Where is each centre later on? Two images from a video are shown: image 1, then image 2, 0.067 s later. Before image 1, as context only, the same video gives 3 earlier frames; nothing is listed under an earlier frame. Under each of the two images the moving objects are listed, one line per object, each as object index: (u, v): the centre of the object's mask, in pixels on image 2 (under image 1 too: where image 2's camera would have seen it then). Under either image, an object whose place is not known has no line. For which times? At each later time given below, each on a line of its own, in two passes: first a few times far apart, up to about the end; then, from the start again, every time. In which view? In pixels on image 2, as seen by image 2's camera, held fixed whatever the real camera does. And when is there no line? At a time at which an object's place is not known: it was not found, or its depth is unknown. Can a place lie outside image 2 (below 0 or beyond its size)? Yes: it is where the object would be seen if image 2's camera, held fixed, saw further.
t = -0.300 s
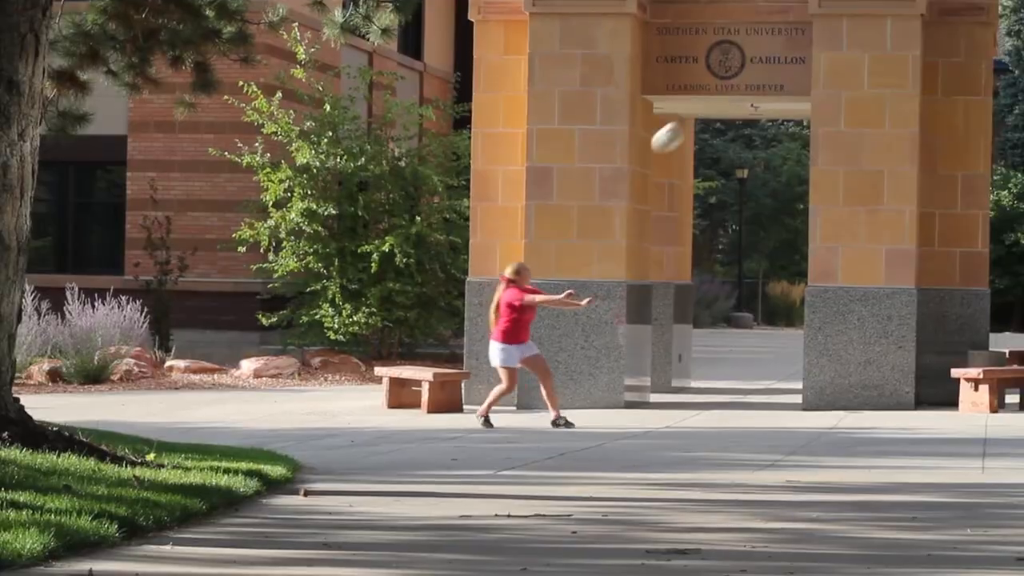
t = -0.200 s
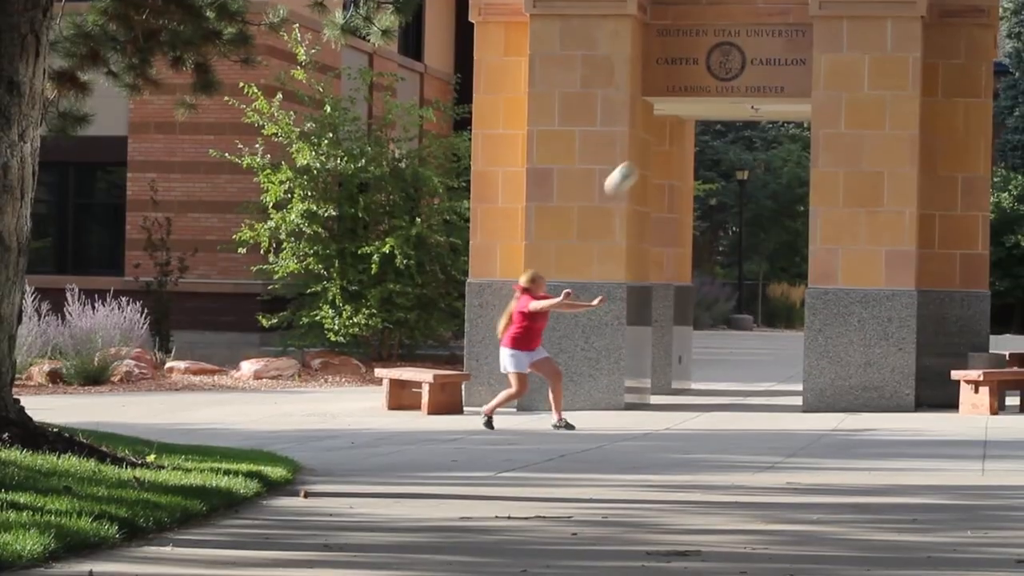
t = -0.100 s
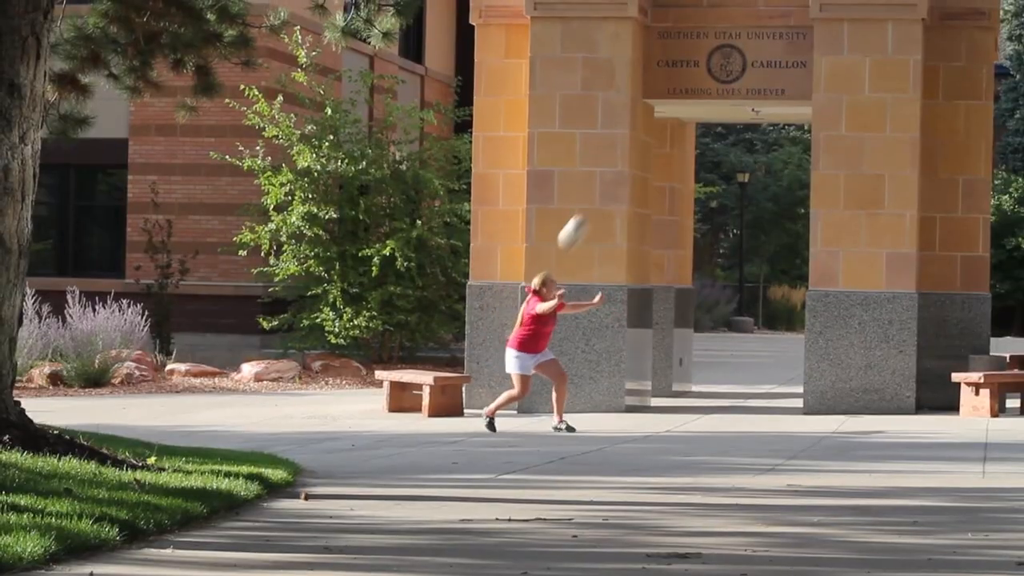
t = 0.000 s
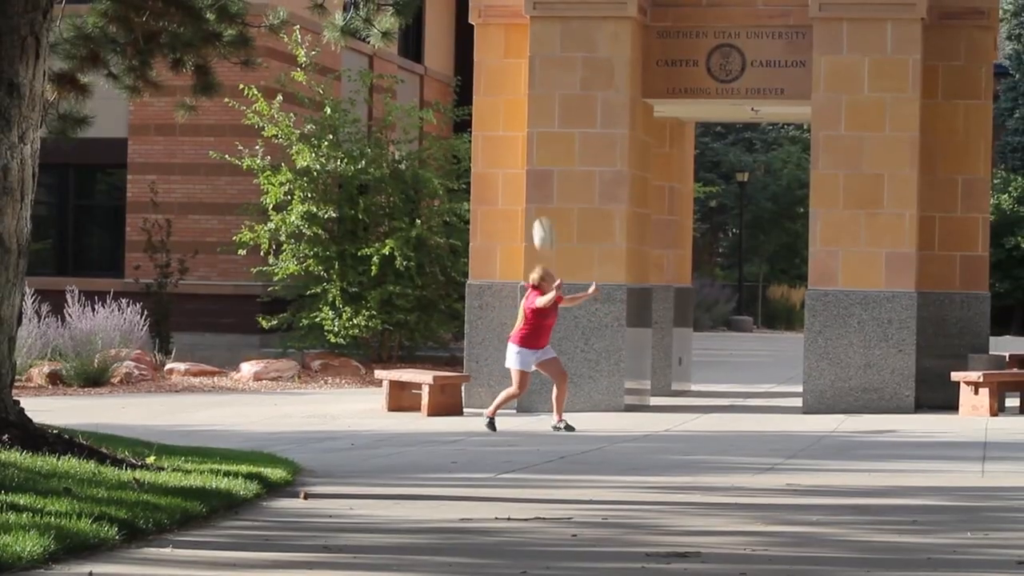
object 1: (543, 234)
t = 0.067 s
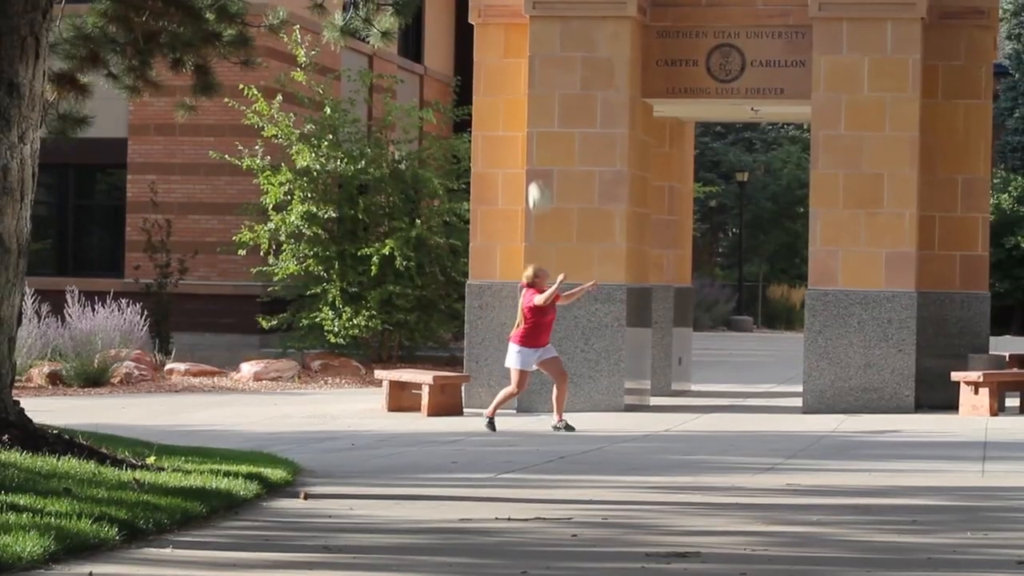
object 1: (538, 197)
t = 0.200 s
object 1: (529, 134)
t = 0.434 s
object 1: (512, 70)
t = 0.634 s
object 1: (498, 60)
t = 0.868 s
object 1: (477, 103)
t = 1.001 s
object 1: (465, 153)
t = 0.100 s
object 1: (536, 180)
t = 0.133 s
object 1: (534, 164)
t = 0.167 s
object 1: (531, 149)
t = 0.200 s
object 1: (529, 134)
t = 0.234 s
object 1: (526, 120)
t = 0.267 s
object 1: (526, 110)
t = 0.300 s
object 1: (523, 99)
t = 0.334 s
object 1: (520, 89)
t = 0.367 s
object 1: (517, 82)
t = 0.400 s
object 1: (516, 75)
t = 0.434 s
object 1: (512, 70)
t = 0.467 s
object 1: (511, 66)
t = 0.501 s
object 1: (508, 63)
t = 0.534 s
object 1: (505, 61)
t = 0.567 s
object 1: (503, 59)
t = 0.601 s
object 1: (501, 59)
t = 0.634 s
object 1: (498, 60)
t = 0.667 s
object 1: (495, 63)
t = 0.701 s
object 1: (492, 66)
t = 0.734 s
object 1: (489, 71)
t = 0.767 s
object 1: (486, 77)
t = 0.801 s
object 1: (483, 84)
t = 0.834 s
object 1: (480, 93)
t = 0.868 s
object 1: (477, 103)
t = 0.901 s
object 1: (475, 113)
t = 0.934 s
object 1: (471, 125)
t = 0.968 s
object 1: (468, 138)
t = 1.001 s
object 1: (465, 153)
